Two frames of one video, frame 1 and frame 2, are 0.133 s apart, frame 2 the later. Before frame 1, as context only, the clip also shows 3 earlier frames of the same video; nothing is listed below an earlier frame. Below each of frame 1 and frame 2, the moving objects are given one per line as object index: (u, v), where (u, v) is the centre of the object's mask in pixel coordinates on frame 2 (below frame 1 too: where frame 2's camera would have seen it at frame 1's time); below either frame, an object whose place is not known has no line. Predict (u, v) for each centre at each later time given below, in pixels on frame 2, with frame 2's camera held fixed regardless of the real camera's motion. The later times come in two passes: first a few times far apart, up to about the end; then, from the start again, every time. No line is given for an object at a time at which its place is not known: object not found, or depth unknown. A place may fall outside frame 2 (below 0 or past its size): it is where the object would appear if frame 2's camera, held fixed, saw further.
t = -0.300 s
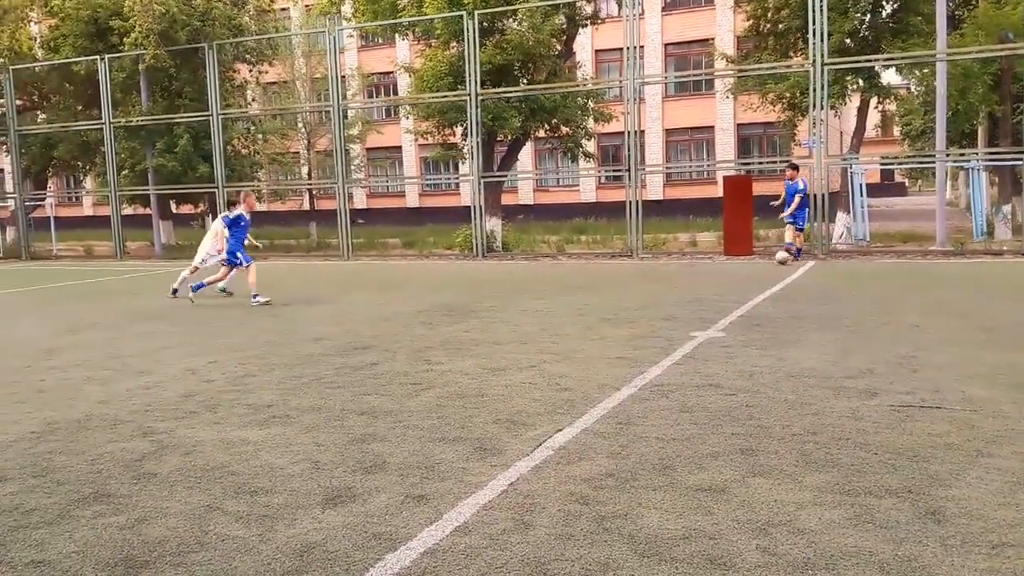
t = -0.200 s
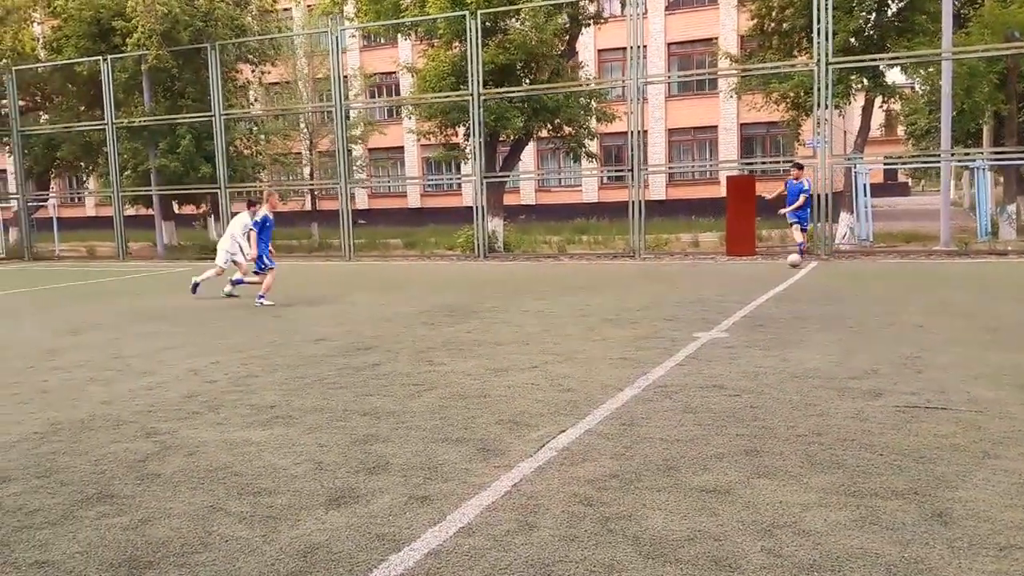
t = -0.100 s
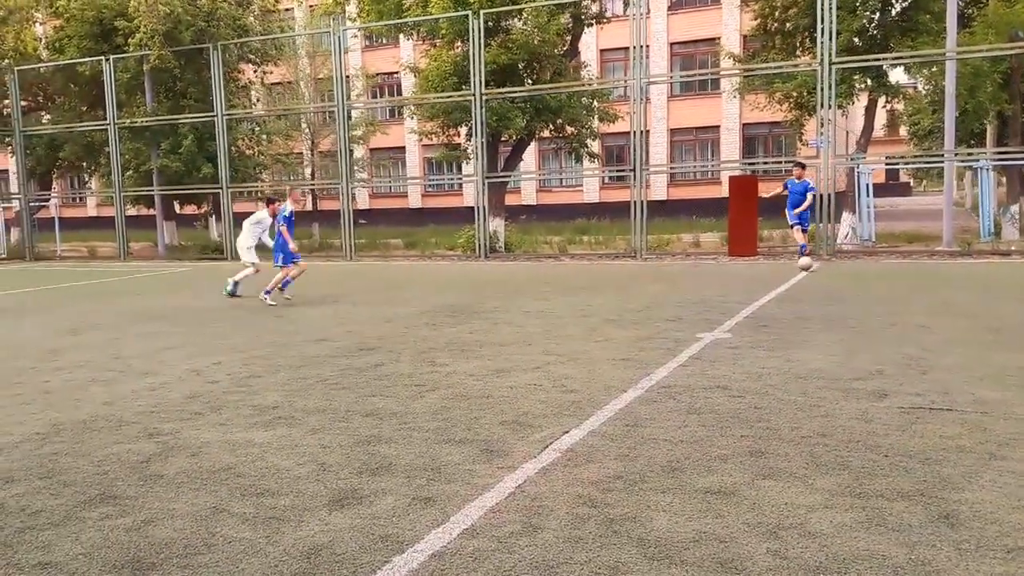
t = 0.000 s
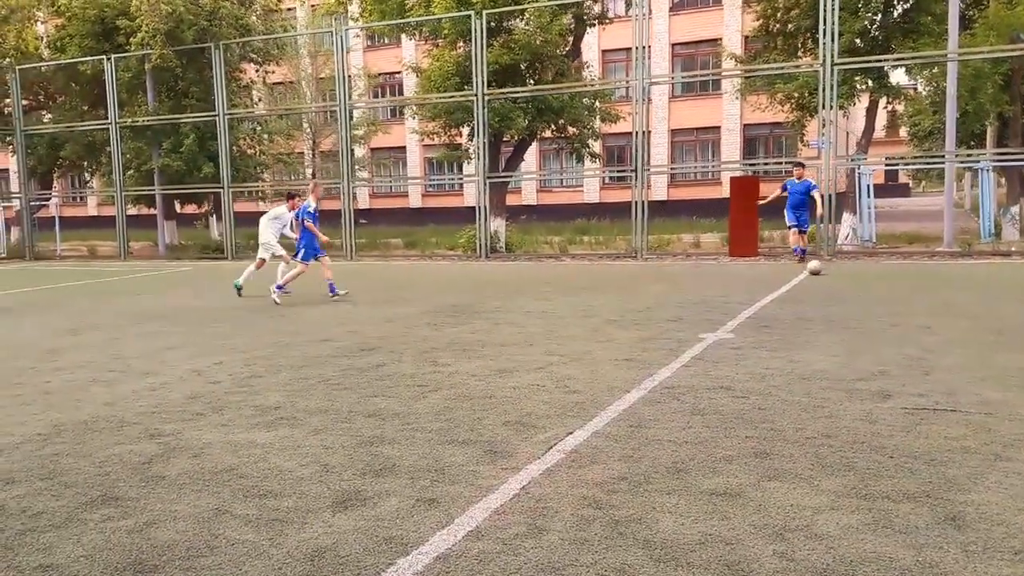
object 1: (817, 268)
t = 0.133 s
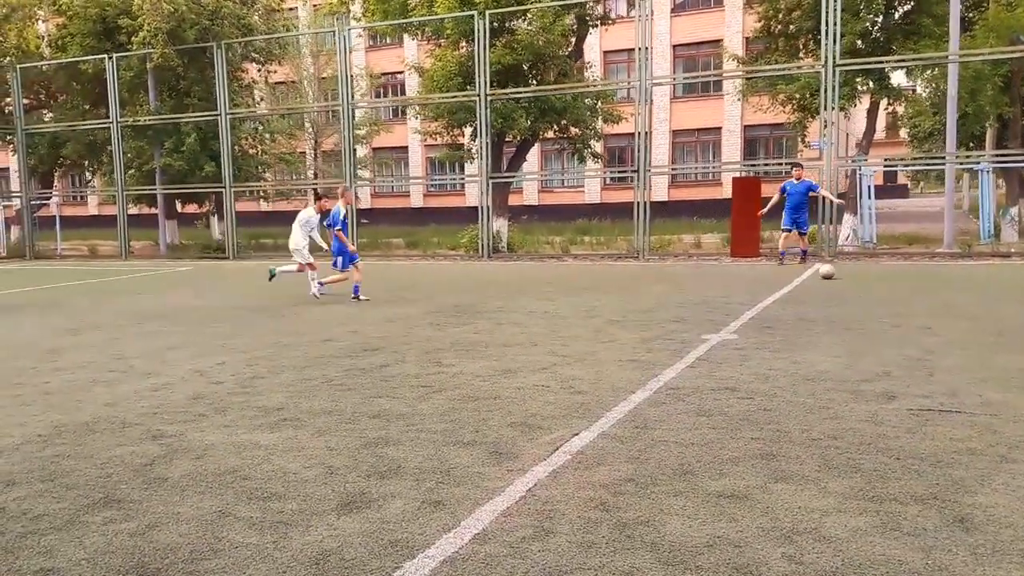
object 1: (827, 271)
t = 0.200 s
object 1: (832, 273)
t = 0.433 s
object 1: (850, 279)
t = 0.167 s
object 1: (829, 272)
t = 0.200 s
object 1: (832, 273)
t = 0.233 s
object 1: (834, 274)
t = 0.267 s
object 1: (836, 275)
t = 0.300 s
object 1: (839, 276)
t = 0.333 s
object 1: (841, 276)
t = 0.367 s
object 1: (844, 277)
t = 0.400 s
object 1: (847, 279)
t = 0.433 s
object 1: (850, 279)
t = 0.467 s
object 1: (852, 280)
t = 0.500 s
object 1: (855, 281)
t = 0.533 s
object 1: (858, 282)
